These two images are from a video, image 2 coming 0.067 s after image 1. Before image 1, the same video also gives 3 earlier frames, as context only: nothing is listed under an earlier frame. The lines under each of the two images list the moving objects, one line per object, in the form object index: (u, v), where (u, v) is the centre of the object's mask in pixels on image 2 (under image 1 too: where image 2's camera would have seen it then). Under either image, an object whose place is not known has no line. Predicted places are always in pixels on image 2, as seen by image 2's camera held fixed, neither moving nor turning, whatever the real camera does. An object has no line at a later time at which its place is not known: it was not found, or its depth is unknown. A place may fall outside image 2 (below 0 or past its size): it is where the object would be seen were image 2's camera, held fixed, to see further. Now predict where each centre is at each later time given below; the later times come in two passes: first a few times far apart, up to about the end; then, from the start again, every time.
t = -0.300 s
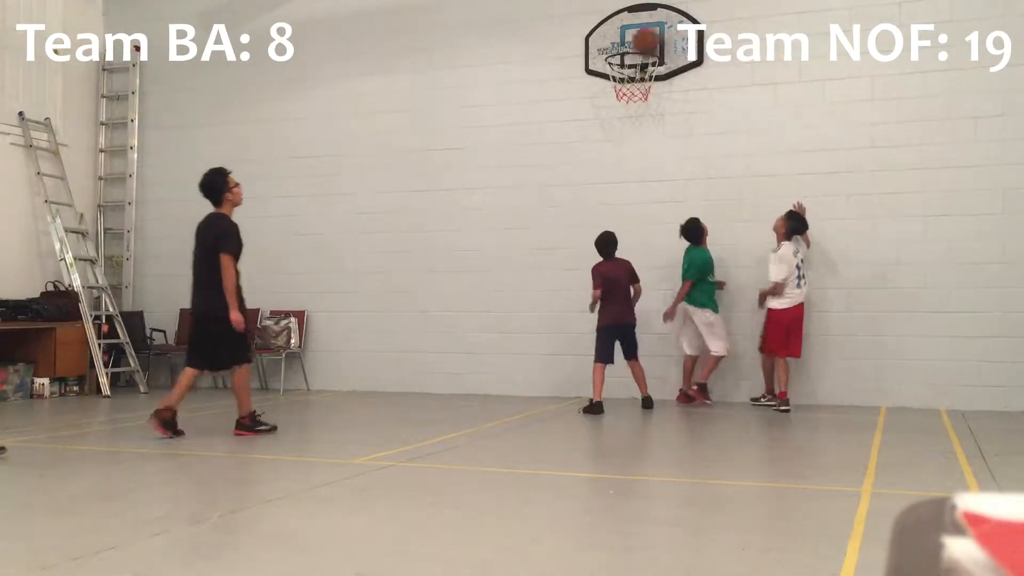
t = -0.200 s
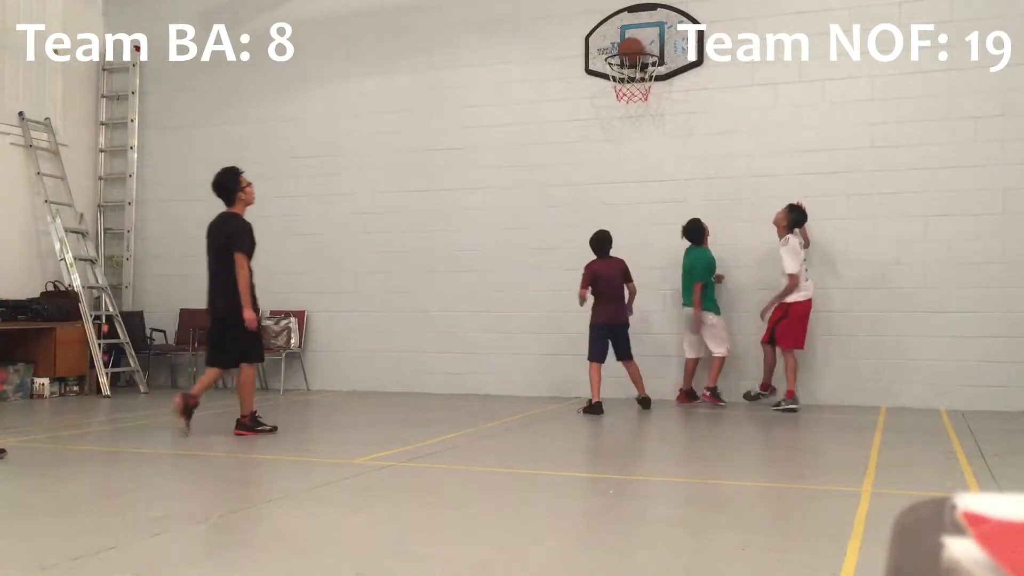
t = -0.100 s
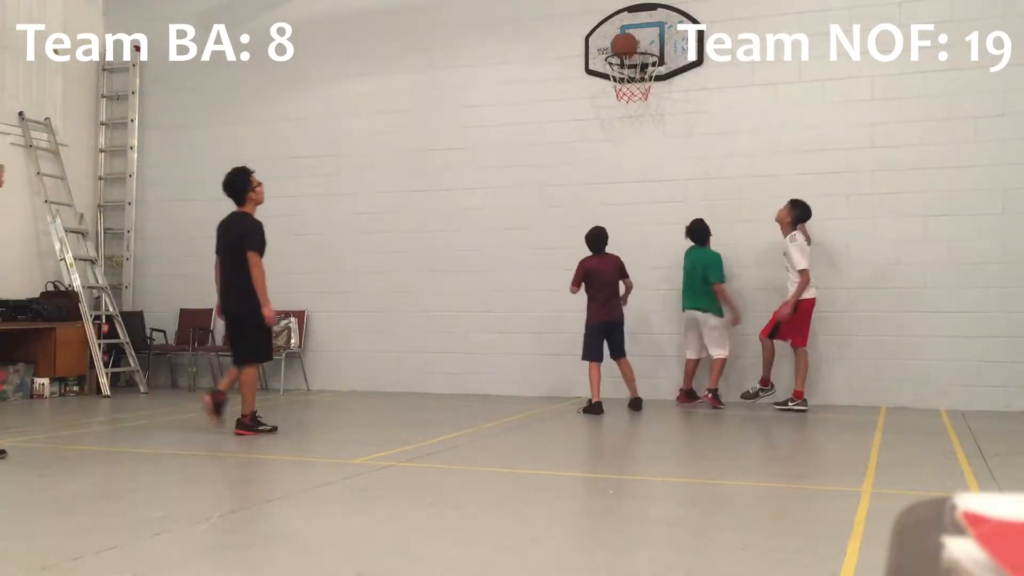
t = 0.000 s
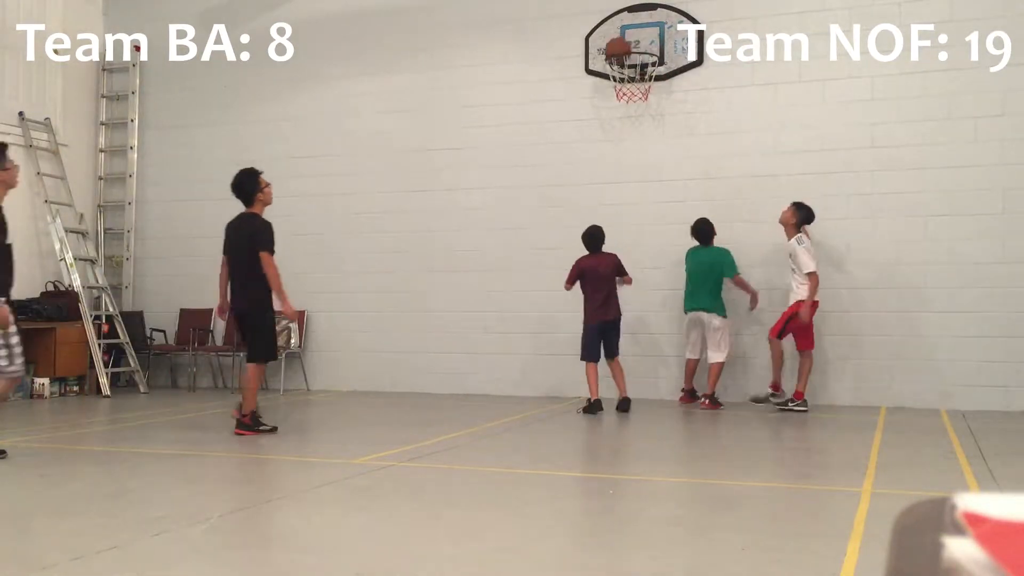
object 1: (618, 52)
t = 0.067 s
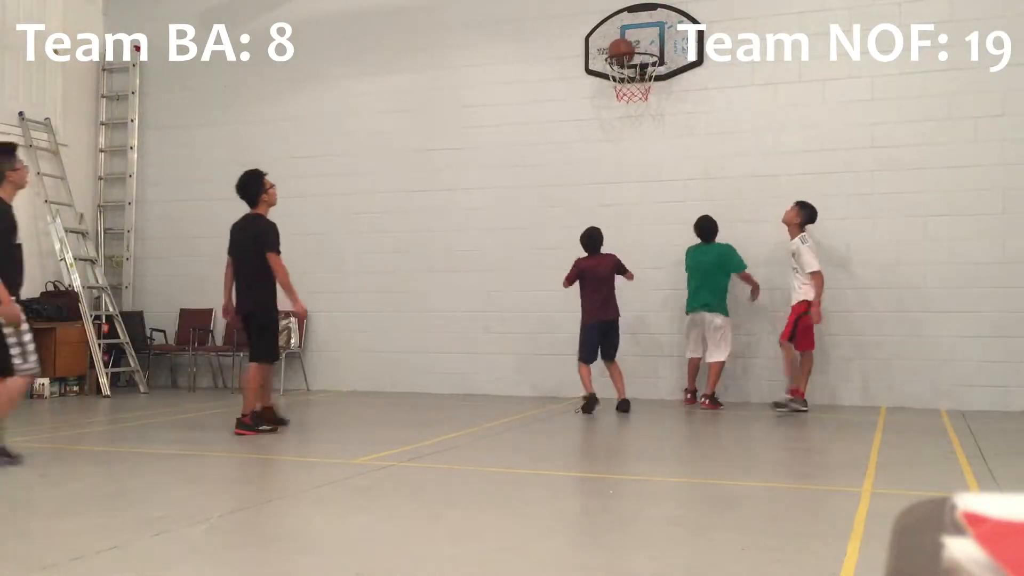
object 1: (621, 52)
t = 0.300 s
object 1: (644, 60)
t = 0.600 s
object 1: (621, 100)
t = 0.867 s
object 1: (598, 189)
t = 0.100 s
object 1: (625, 52)
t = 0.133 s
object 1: (630, 51)
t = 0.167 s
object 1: (634, 54)
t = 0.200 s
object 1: (639, 56)
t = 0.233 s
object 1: (641, 55)
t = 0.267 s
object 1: (644, 58)
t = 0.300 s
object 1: (644, 60)
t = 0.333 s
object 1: (643, 62)
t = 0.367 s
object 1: (640, 66)
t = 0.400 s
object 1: (638, 68)
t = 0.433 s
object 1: (637, 71)
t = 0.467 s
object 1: (634, 76)
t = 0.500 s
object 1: (630, 83)
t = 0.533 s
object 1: (627, 89)
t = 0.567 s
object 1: (624, 93)
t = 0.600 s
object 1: (621, 100)
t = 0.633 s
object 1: (618, 106)
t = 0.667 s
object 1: (615, 115)
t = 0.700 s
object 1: (612, 124)
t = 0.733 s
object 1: (610, 135)
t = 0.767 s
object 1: (607, 147)
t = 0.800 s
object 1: (604, 160)
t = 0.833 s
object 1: (601, 174)
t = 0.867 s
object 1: (598, 189)
